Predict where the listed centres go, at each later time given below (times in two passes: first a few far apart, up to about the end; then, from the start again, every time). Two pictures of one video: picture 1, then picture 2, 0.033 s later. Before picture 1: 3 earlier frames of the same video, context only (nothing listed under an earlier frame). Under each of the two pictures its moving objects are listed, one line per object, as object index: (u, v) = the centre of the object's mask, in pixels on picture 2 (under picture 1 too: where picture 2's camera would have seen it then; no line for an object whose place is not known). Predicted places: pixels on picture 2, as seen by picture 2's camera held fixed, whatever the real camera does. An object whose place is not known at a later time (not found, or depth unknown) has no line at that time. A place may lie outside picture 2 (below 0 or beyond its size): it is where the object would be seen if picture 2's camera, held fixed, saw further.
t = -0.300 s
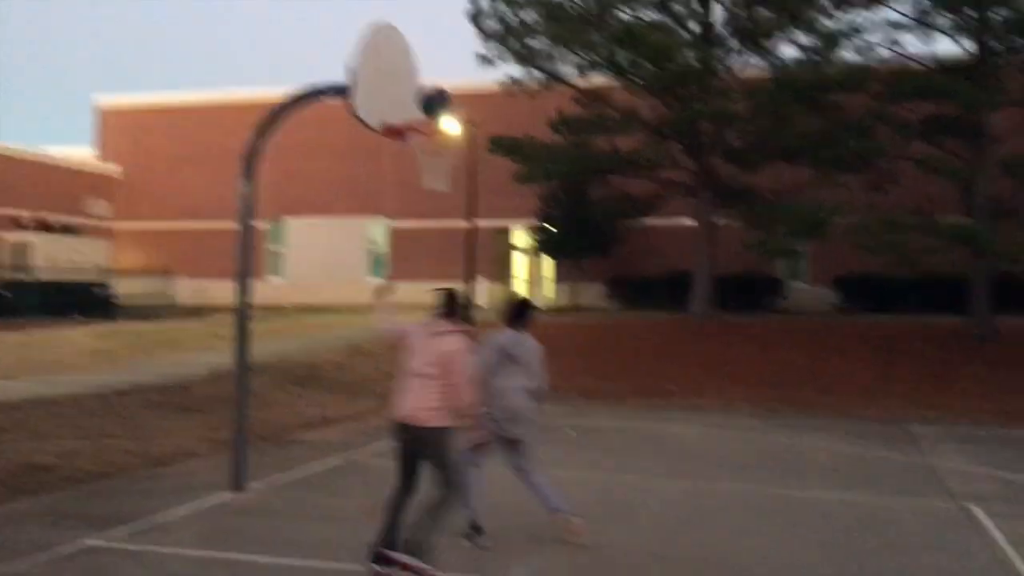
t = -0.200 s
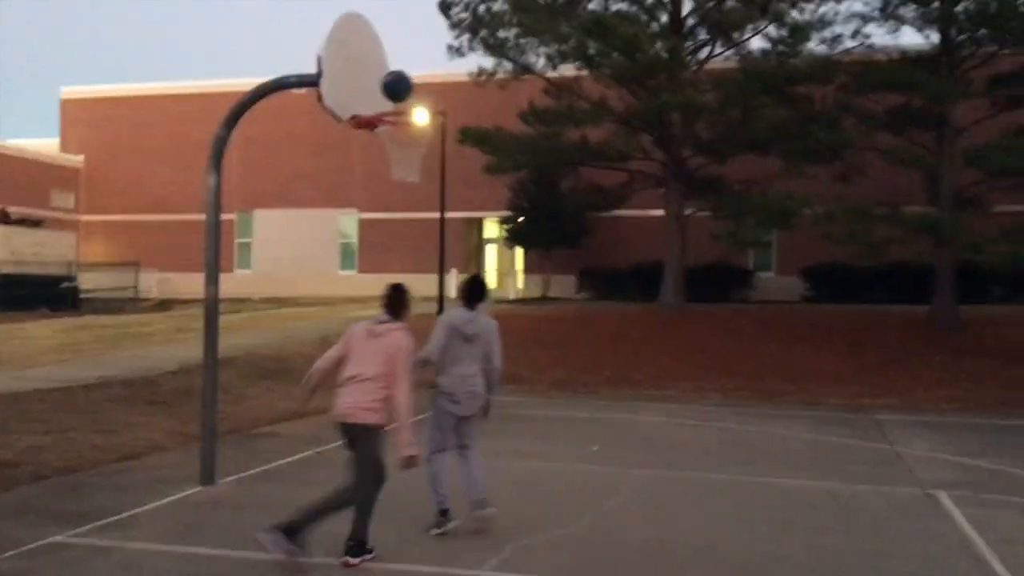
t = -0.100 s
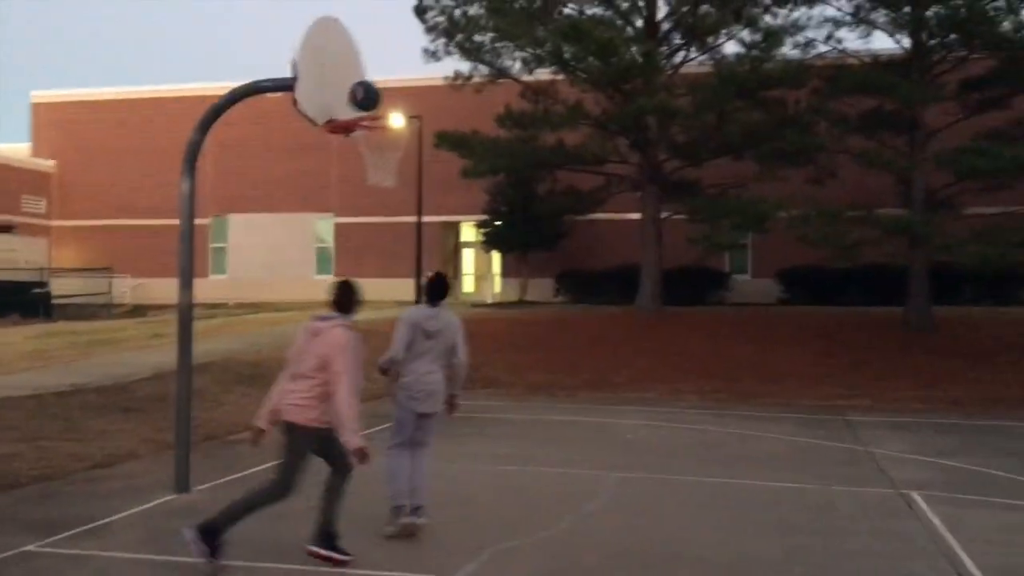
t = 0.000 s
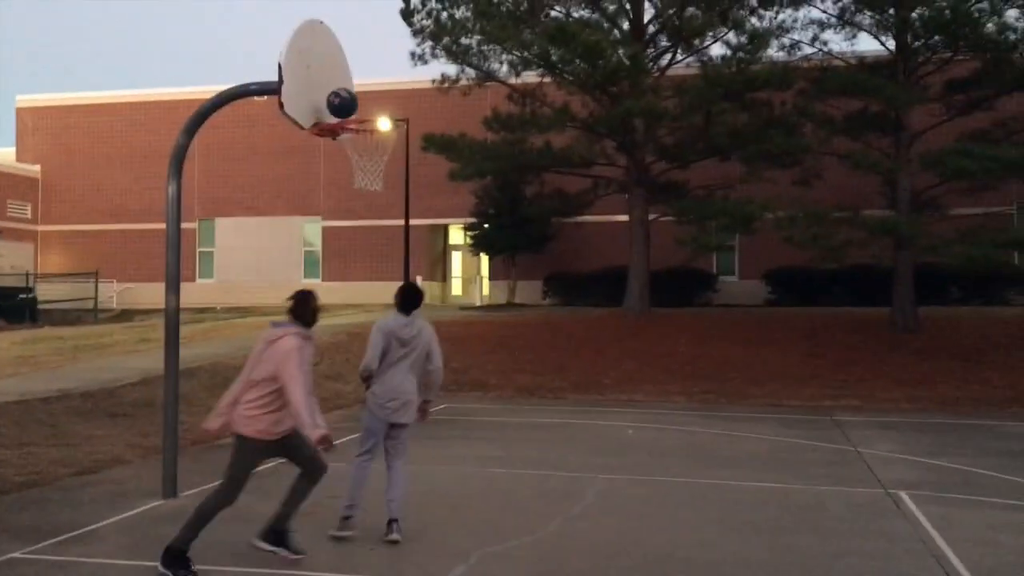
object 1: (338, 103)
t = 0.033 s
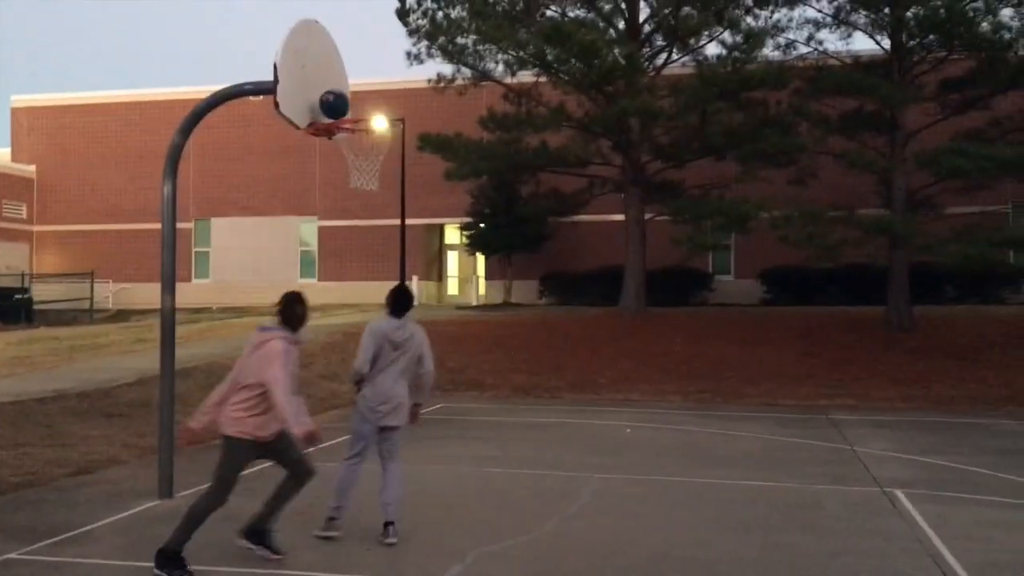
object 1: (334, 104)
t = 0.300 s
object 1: (364, 114)
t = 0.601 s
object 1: (367, 148)
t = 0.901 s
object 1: (345, 181)
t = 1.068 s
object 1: (342, 232)
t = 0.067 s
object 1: (329, 107)
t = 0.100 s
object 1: (328, 106)
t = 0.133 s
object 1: (334, 104)
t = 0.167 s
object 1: (340, 102)
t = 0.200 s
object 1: (346, 103)
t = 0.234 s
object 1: (352, 103)
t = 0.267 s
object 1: (358, 105)
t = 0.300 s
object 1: (364, 114)
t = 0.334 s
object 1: (366, 119)
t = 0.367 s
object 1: (370, 120)
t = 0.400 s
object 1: (374, 121)
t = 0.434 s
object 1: (376, 123)
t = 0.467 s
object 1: (378, 130)
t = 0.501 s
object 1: (375, 133)
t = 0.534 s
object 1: (371, 139)
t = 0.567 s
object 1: (370, 143)
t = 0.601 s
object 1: (367, 148)
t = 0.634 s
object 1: (364, 153)
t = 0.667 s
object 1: (360, 155)
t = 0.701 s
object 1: (356, 157)
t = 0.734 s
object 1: (353, 160)
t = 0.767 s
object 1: (350, 163)
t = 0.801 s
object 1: (348, 166)
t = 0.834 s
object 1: (347, 170)
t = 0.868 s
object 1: (346, 175)
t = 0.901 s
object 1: (345, 181)
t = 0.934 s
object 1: (344, 188)
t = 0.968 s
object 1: (344, 197)
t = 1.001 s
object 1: (343, 207)
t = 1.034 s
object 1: (341, 219)
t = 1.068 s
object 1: (342, 232)
